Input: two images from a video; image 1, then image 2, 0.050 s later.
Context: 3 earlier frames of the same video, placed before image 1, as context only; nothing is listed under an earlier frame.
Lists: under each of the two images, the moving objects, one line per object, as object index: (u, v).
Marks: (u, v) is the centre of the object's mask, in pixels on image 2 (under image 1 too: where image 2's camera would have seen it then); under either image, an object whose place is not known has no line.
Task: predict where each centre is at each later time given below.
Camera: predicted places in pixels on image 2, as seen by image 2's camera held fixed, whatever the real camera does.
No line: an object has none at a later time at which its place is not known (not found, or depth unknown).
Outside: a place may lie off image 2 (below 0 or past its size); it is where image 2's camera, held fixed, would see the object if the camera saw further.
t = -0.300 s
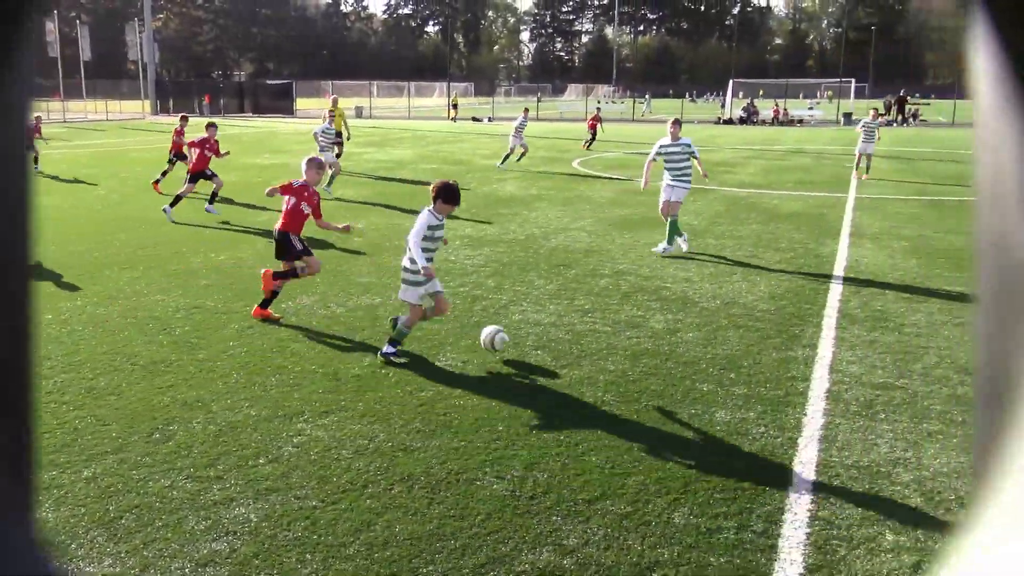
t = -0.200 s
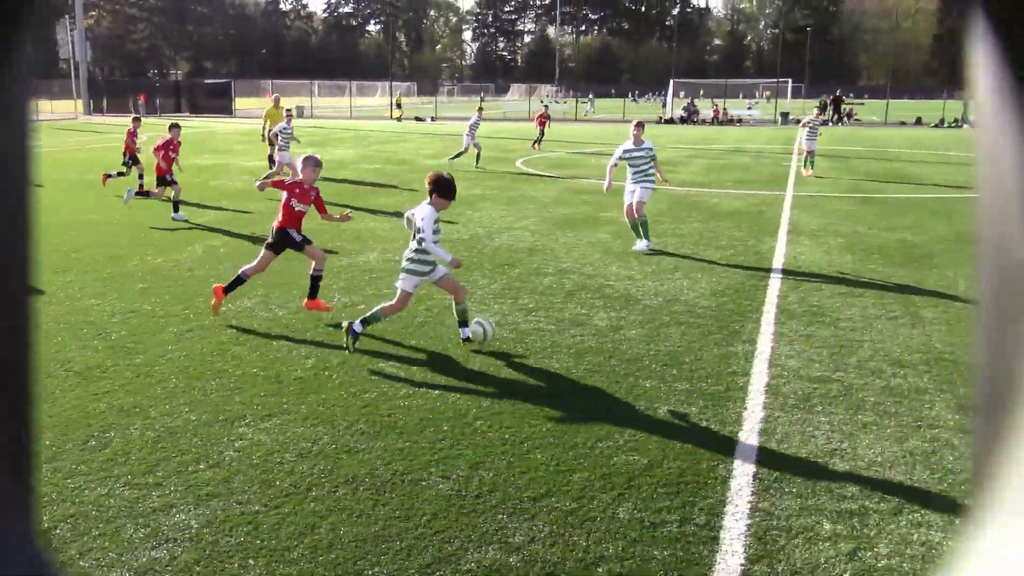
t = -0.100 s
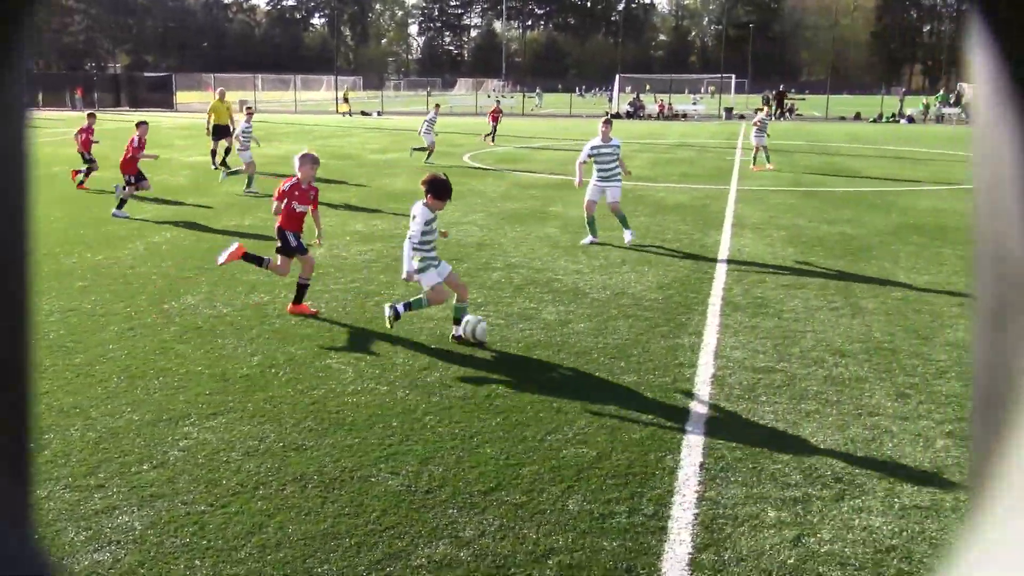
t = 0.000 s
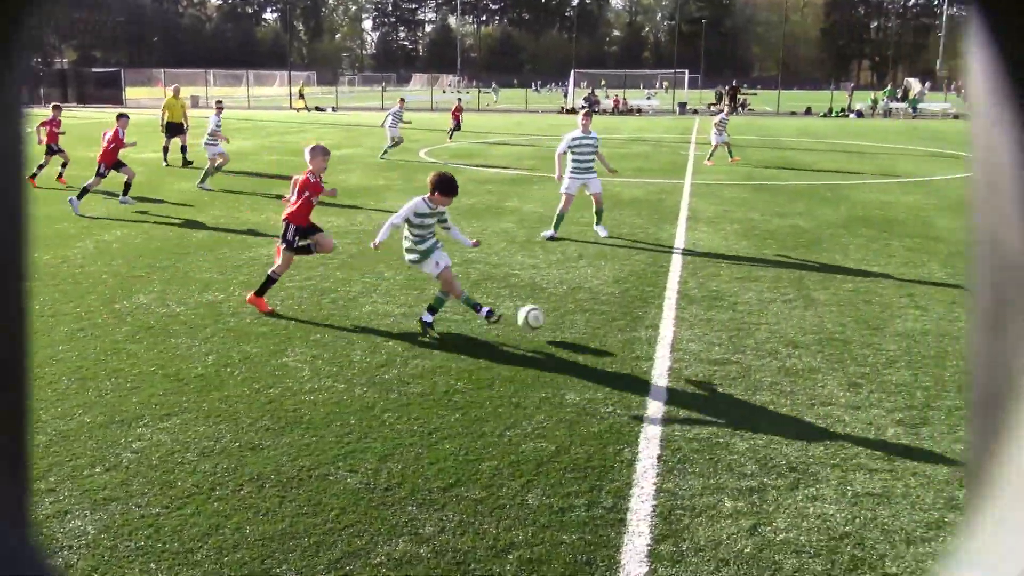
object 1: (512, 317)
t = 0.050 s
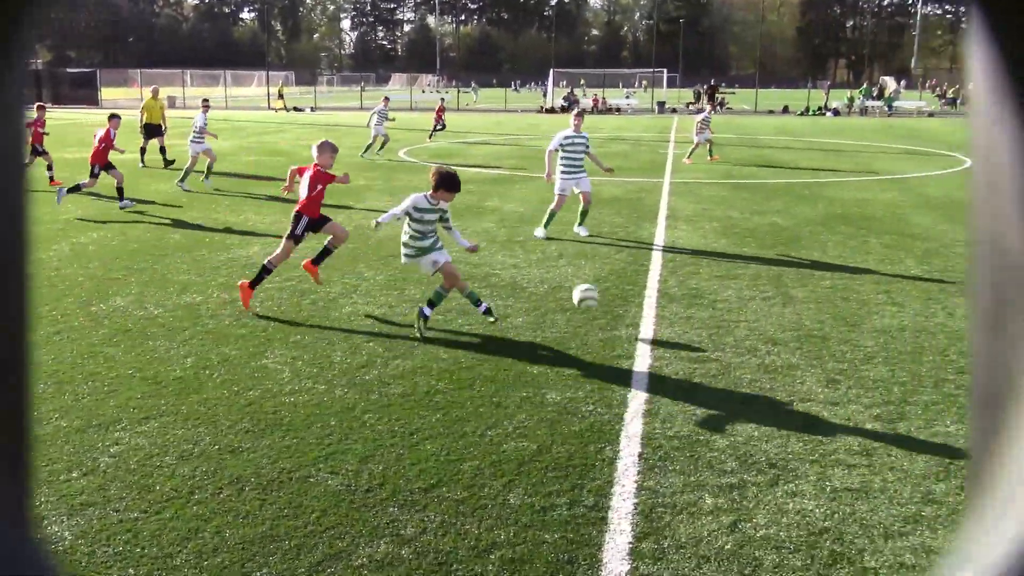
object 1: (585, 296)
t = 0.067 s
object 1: (608, 290)
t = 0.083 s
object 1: (630, 285)
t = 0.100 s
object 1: (652, 281)
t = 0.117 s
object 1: (674, 276)
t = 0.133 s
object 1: (694, 271)
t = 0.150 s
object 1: (713, 268)
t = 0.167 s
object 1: (733, 266)
